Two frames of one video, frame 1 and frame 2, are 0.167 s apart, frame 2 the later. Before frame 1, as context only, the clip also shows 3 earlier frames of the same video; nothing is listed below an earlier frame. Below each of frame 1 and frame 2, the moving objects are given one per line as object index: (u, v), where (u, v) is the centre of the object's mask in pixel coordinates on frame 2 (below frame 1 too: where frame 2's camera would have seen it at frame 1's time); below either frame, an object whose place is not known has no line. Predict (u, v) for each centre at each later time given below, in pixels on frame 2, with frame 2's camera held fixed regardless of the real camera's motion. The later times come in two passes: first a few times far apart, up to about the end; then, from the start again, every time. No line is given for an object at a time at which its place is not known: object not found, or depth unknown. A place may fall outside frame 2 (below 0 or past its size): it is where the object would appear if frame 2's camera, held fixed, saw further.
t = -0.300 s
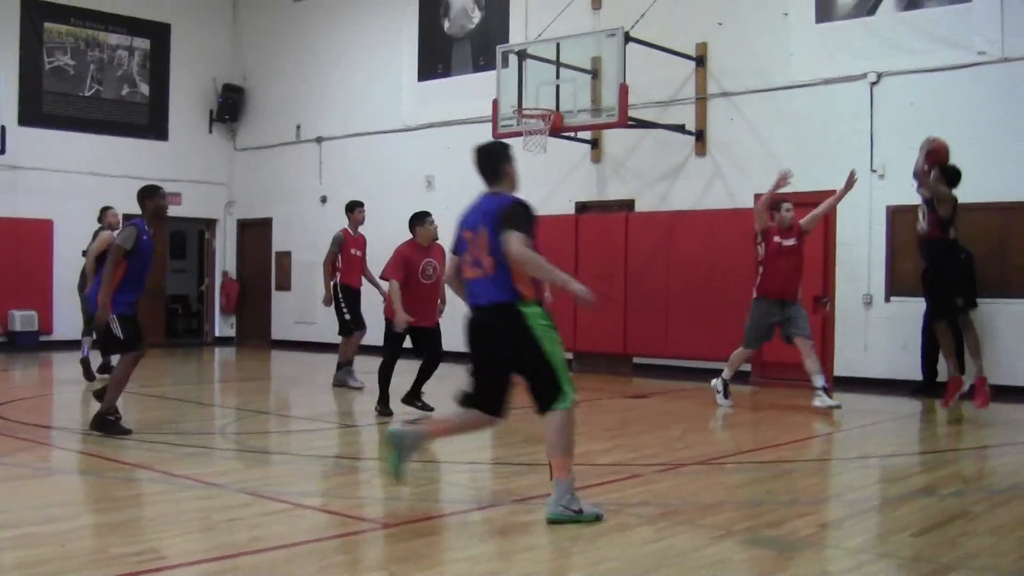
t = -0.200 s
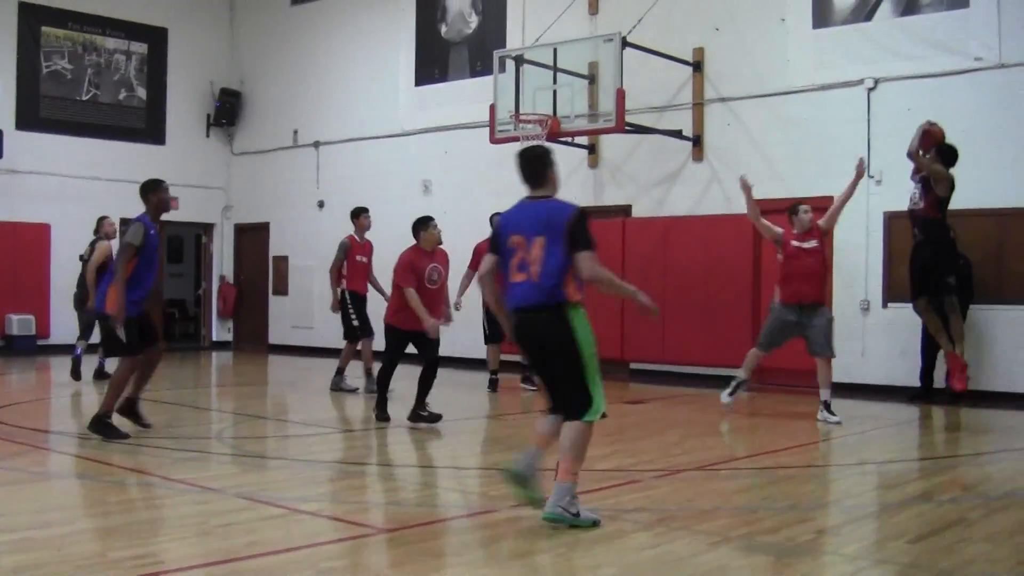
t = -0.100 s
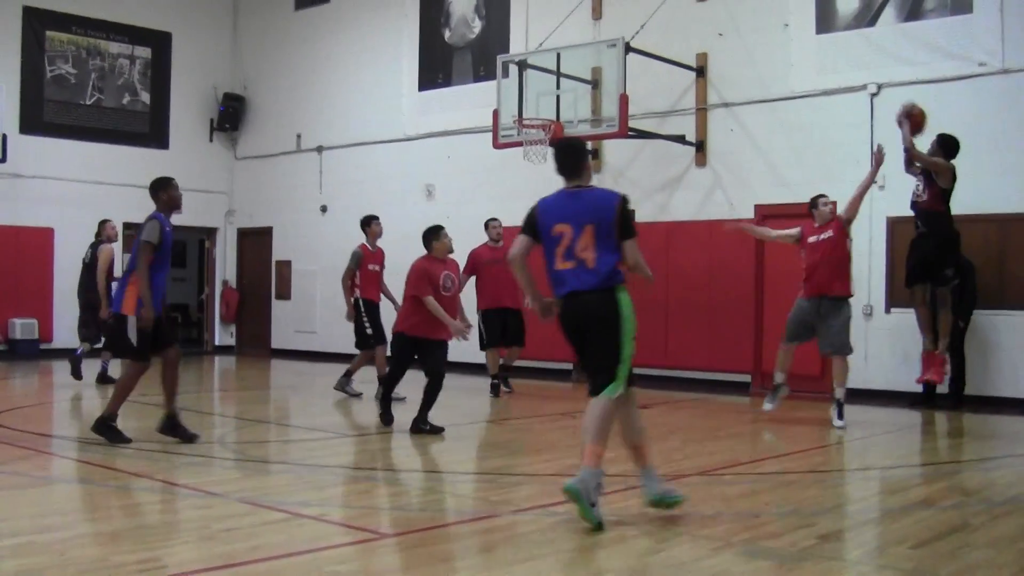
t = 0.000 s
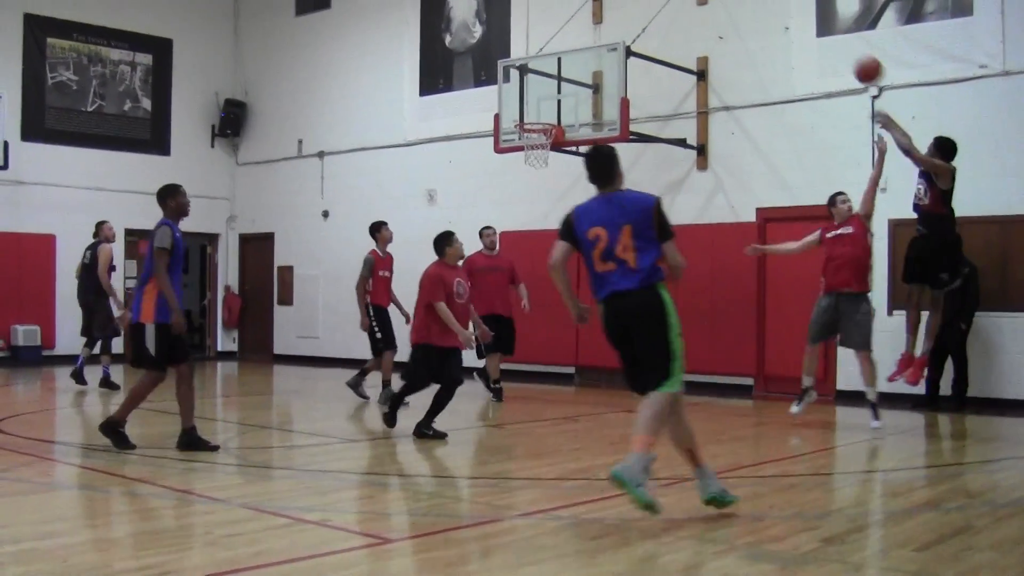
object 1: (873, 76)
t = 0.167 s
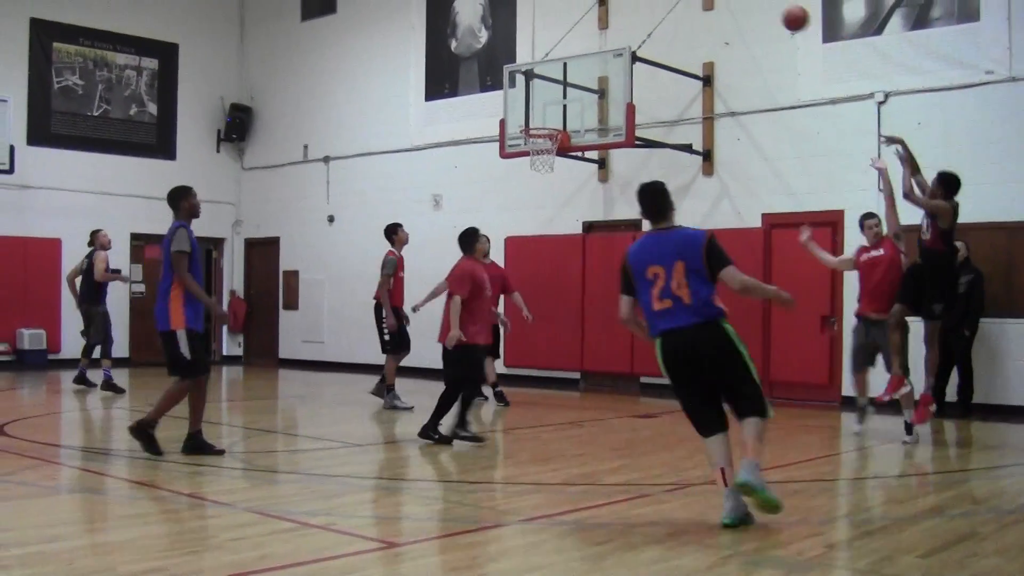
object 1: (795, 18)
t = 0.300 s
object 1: (739, 4)
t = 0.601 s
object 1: (633, 17)
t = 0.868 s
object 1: (553, 96)
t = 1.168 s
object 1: (574, 76)
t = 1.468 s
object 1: (633, 72)
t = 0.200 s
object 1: (781, 11)
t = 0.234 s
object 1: (767, 8)
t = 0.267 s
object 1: (753, 5)
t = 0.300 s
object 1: (739, 4)
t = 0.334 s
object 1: (726, 2)
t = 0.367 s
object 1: (713, 2)
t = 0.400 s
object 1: (703, 2)
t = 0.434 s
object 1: (689, 2)
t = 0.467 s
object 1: (677, 3)
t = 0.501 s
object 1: (666, 5)
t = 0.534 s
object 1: (654, 7)
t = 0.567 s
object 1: (643, 11)
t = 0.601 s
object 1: (633, 17)
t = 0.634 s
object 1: (622, 24)
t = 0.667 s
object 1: (612, 32)
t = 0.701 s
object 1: (602, 41)
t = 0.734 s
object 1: (591, 50)
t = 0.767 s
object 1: (582, 61)
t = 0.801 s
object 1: (572, 72)
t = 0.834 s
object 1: (563, 84)
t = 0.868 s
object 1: (553, 96)
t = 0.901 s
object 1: (545, 109)
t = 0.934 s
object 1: (537, 121)
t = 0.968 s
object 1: (538, 120)
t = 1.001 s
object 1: (544, 111)
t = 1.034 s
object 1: (549, 102)
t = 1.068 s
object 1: (555, 95)
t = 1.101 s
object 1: (561, 88)
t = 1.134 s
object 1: (567, 81)
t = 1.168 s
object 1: (574, 76)
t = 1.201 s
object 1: (580, 72)
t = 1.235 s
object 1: (586, 68)
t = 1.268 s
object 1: (593, 66)
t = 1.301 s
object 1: (599, 65)
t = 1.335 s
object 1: (606, 64)
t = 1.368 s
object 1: (612, 64)
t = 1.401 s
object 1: (620, 66)
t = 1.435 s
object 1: (626, 68)
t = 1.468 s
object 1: (633, 72)
